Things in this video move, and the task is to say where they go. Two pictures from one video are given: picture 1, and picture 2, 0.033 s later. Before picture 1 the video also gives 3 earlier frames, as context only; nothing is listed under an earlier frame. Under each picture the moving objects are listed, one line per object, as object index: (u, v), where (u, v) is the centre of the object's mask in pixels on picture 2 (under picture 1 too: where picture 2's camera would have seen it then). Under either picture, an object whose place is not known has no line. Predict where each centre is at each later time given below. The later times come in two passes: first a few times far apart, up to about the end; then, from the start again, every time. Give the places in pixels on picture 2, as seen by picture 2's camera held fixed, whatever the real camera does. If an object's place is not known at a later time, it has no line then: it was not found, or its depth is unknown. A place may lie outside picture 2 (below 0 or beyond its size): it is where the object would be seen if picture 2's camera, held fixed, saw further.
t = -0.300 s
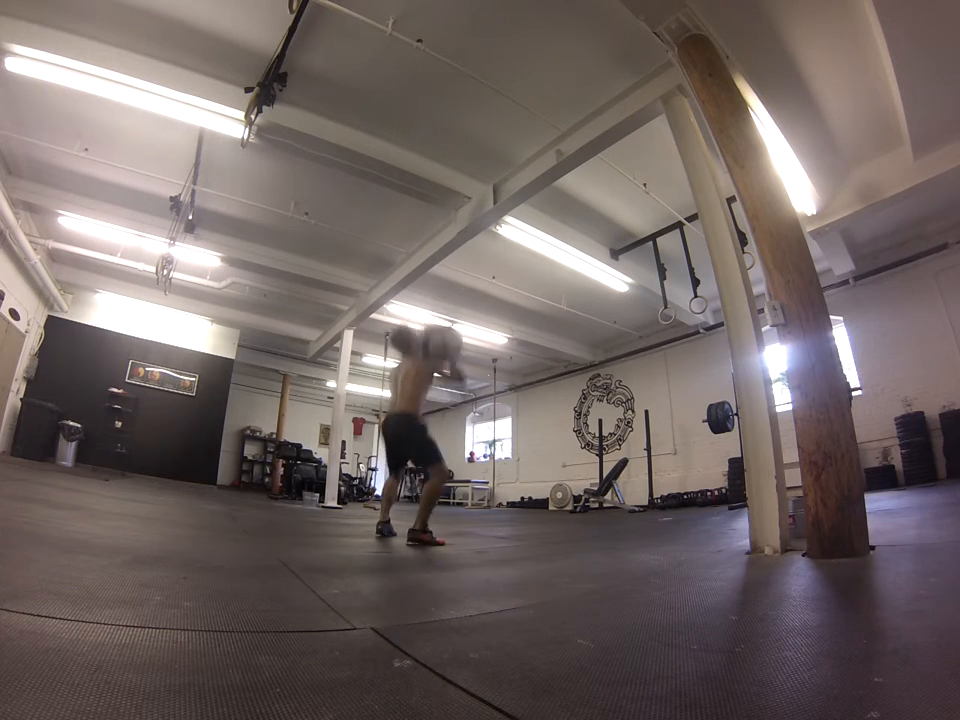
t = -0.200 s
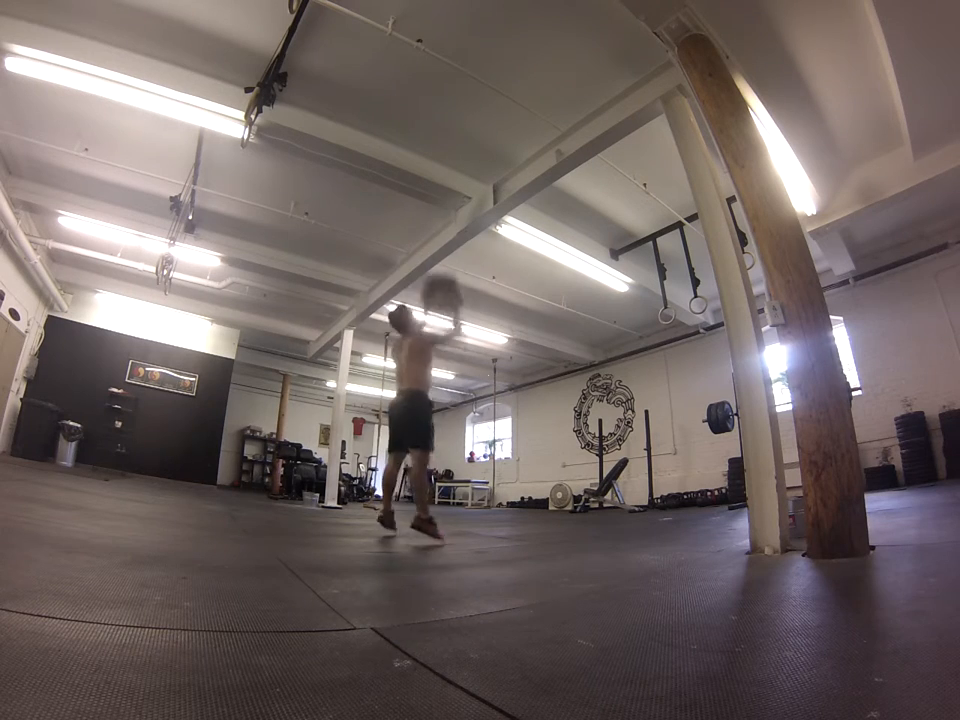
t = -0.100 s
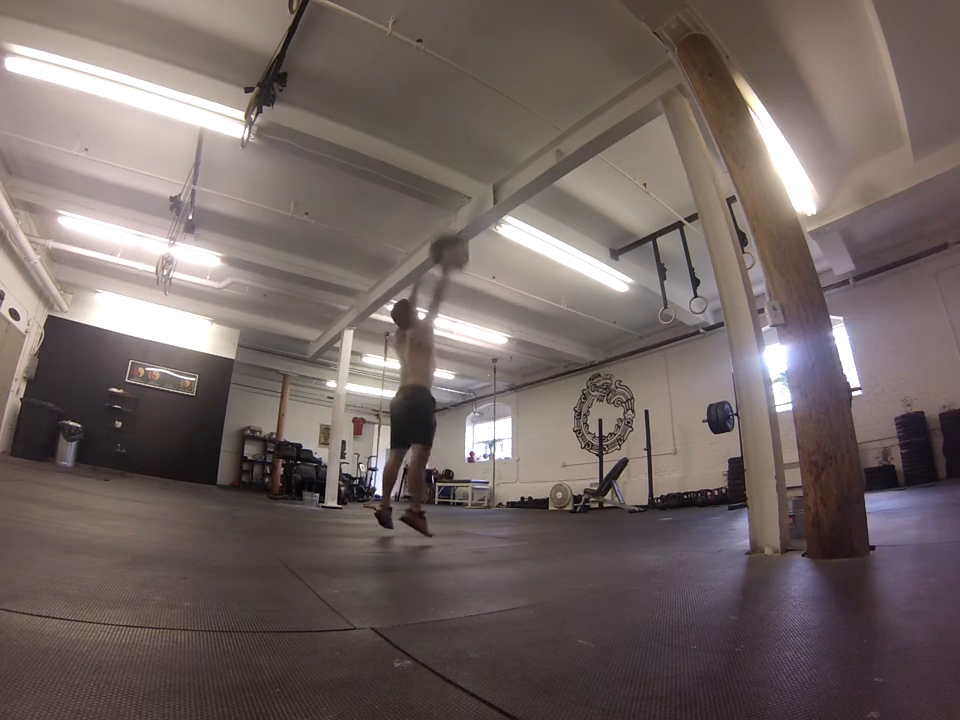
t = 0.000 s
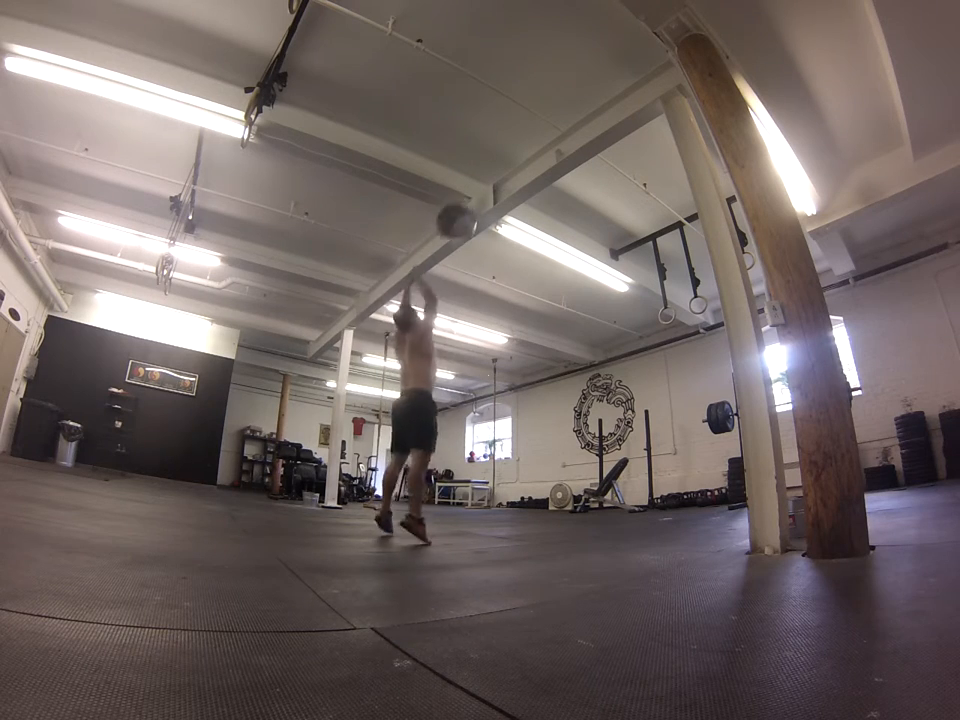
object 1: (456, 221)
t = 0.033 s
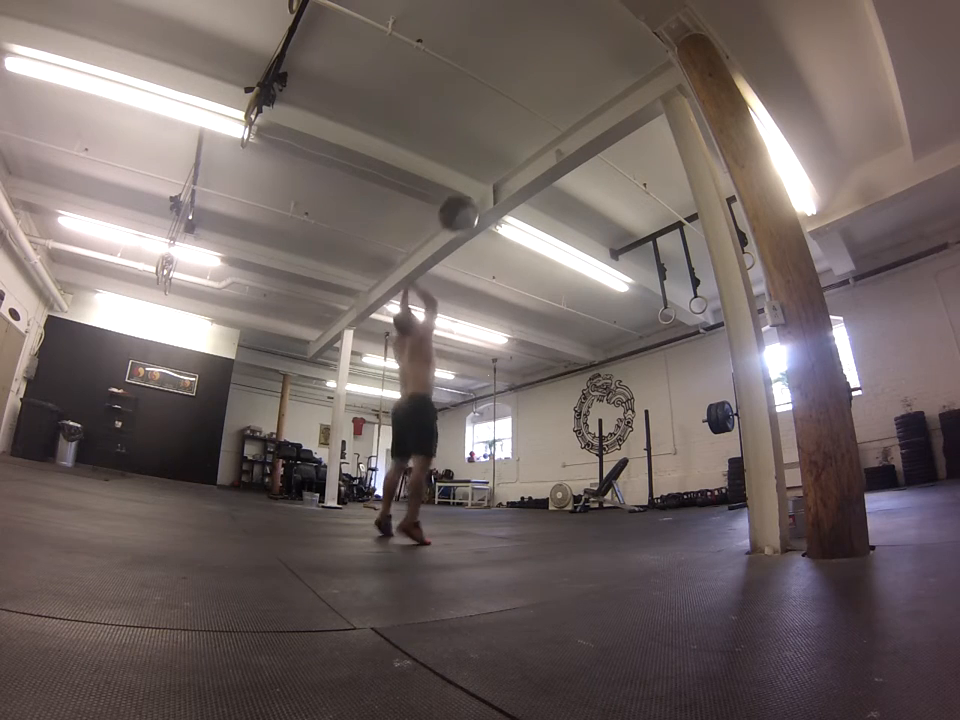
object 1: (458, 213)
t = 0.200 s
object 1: (468, 194)
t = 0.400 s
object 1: (467, 194)
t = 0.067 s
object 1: (460, 208)
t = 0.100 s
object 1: (462, 203)
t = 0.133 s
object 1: (463, 198)
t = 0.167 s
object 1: (466, 196)
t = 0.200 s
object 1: (468, 194)
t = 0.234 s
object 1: (469, 192)
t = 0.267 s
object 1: (471, 191)
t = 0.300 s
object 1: (470, 191)
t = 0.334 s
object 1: (470, 192)
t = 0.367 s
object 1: (469, 193)
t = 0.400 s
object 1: (467, 194)
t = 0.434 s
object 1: (466, 196)
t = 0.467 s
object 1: (465, 199)
